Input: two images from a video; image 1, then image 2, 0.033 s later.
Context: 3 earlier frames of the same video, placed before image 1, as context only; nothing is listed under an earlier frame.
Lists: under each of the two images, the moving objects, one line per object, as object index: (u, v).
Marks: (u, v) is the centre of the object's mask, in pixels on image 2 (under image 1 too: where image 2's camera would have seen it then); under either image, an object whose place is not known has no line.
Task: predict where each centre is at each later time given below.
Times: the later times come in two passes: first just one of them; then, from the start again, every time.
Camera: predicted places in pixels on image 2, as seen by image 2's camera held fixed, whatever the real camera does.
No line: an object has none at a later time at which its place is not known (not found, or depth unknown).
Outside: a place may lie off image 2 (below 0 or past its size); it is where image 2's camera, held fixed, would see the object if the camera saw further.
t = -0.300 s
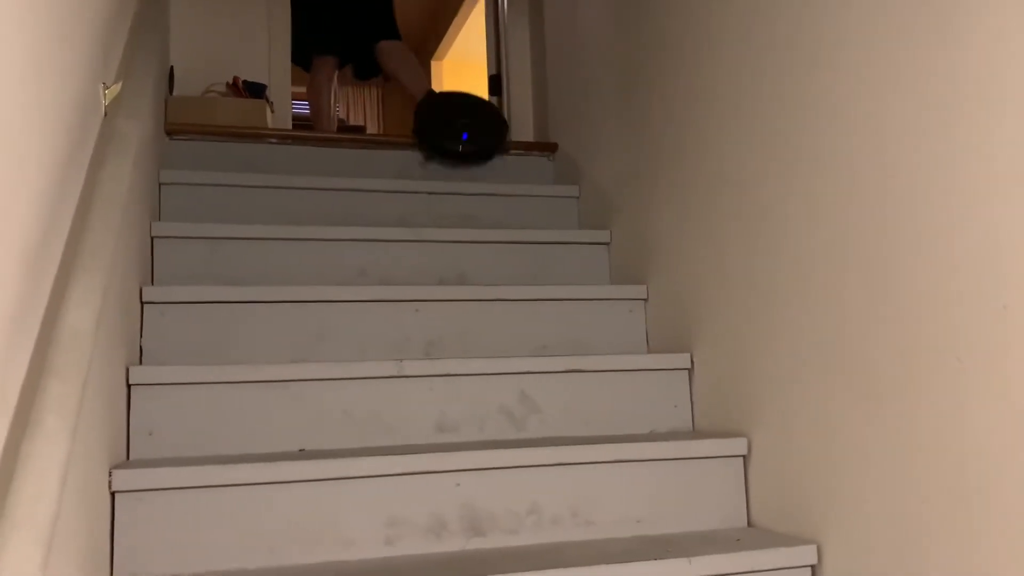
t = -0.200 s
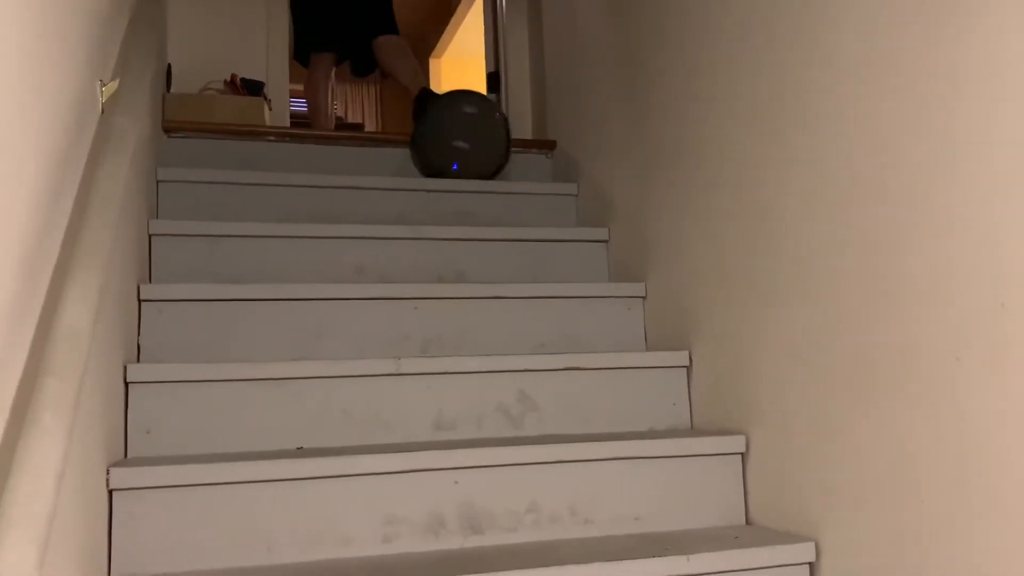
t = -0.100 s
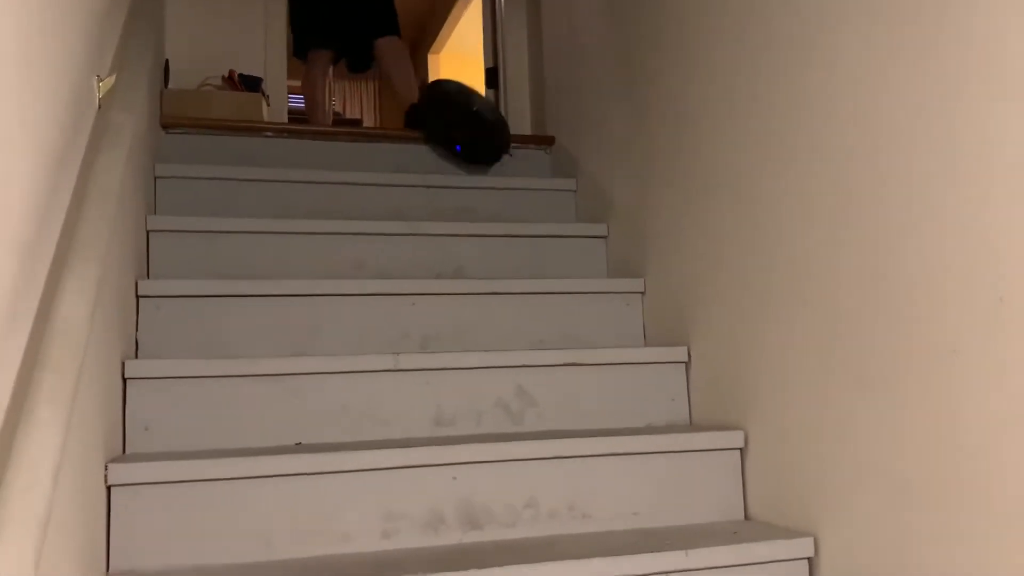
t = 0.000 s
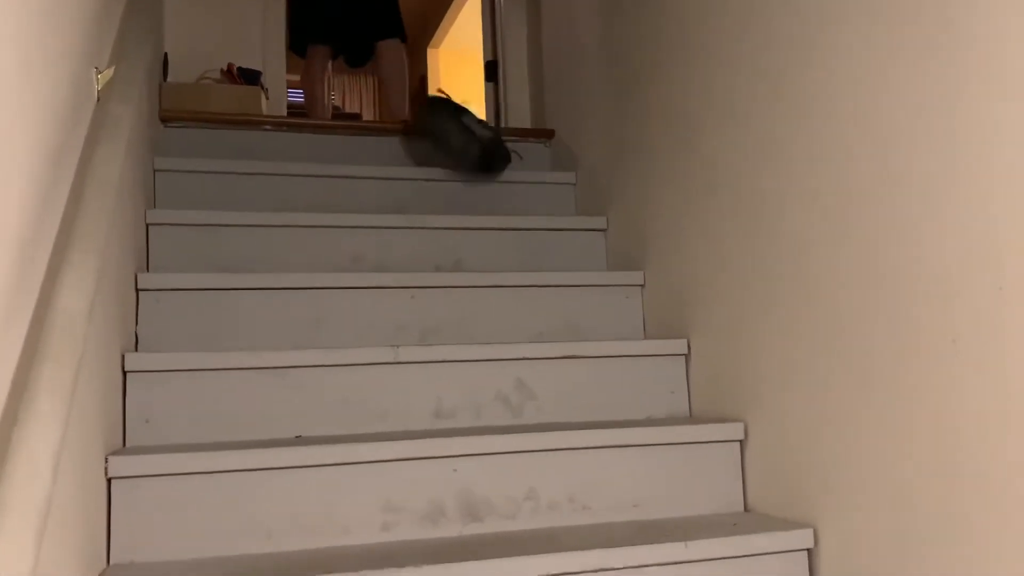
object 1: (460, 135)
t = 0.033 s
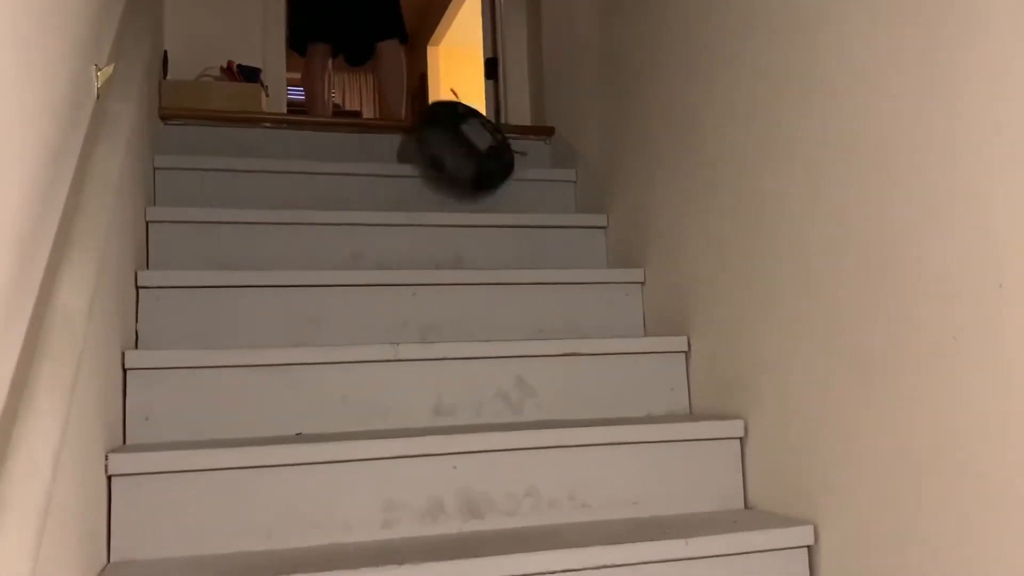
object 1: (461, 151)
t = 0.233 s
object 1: (485, 138)
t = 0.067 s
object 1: (462, 165)
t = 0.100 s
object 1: (464, 160)
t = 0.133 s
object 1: (469, 152)
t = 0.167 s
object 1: (472, 146)
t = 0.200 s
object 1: (480, 138)
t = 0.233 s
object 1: (485, 138)
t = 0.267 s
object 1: (490, 143)
